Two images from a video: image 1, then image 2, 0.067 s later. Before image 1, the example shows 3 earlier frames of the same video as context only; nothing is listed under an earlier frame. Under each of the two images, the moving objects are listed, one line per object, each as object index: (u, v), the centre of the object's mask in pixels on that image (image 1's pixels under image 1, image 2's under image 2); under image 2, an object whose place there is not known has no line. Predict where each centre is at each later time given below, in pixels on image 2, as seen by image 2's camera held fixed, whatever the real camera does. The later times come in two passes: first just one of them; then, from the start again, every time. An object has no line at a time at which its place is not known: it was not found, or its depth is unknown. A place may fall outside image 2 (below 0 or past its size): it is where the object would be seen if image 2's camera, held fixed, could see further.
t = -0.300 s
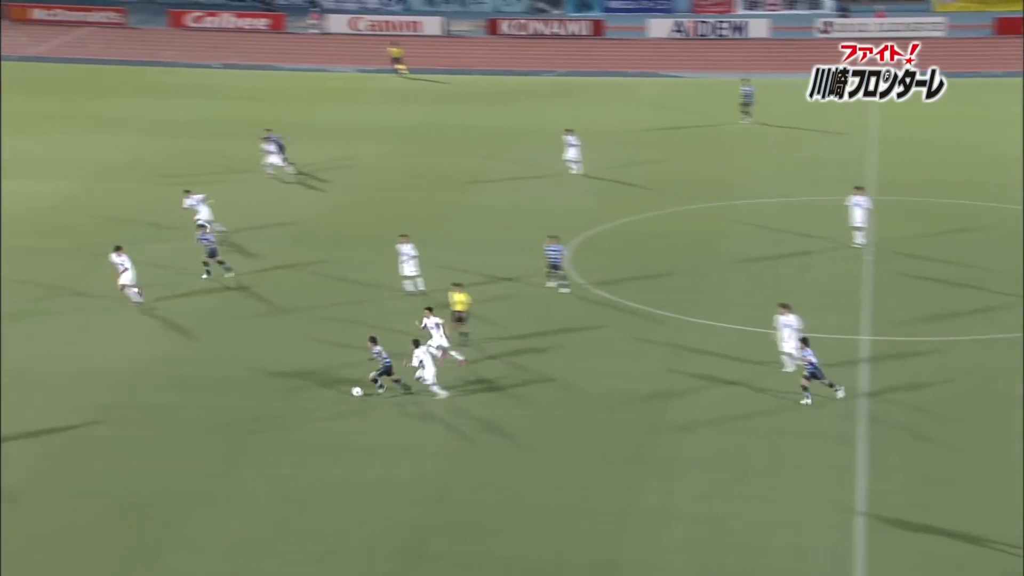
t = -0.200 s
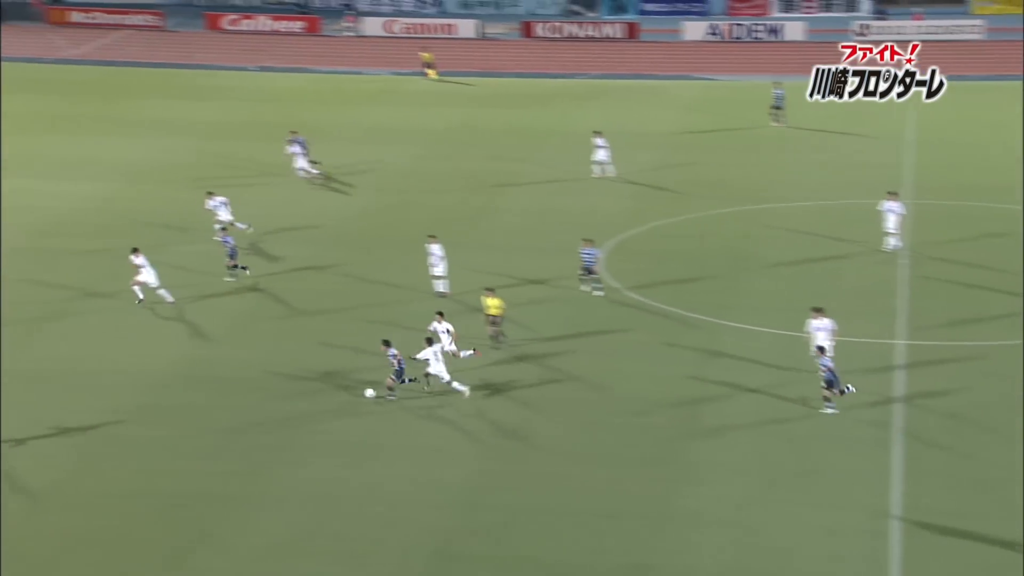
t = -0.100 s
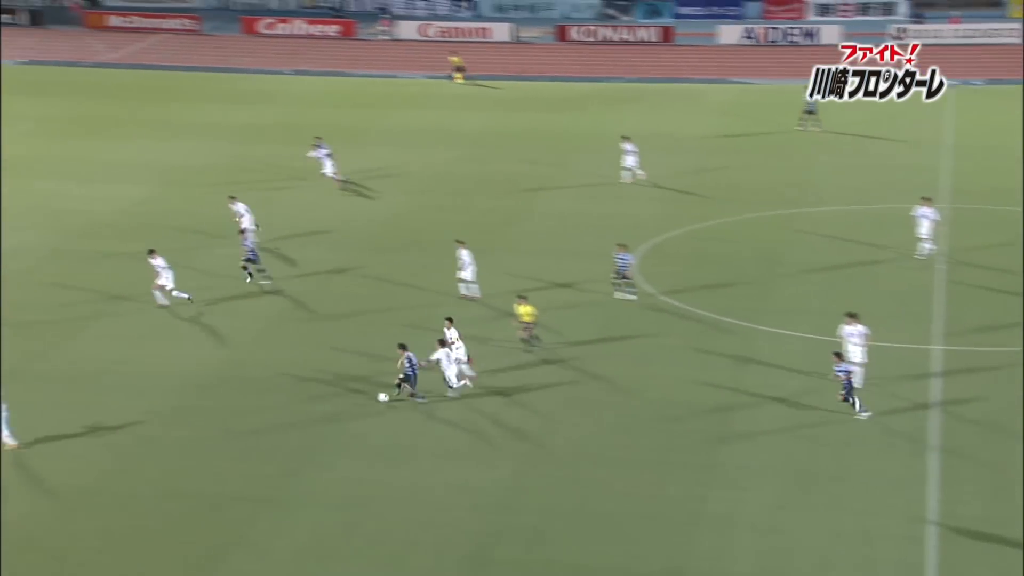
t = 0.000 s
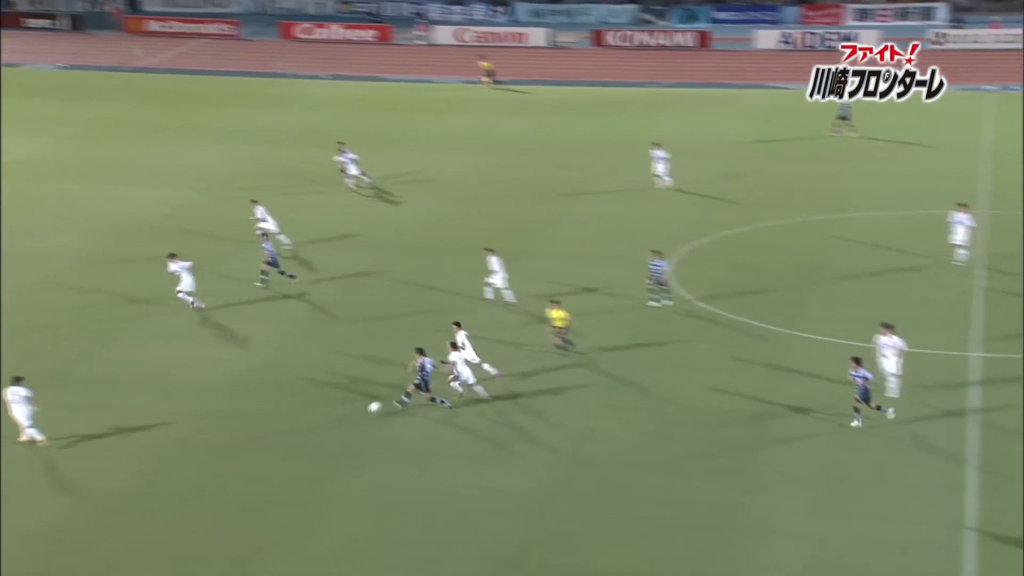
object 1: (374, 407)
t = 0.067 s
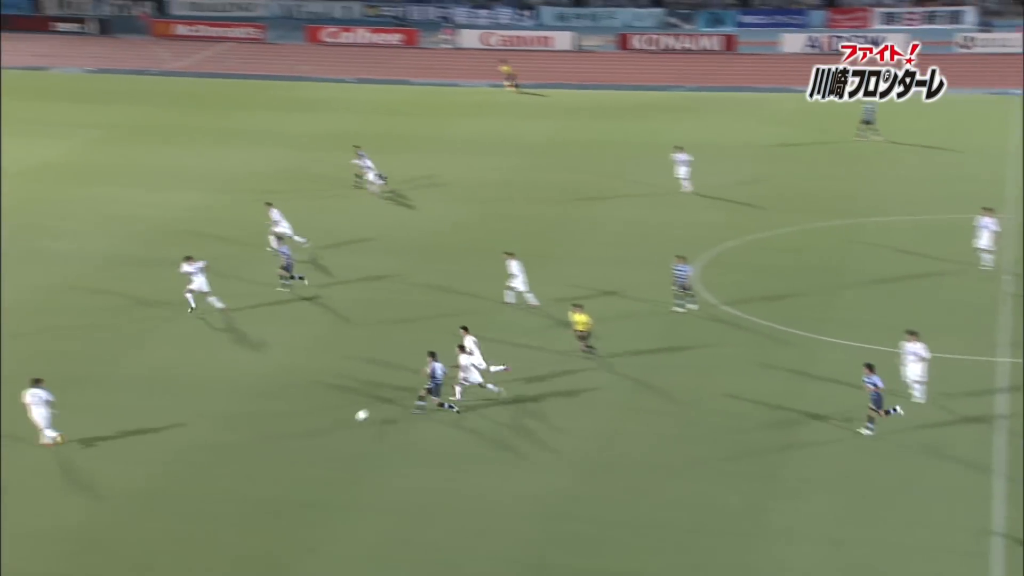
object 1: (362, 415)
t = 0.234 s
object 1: (267, 441)
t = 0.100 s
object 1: (343, 419)
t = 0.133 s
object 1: (325, 423)
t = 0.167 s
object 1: (305, 428)
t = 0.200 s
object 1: (286, 434)
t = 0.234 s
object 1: (267, 441)
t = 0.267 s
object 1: (247, 448)
